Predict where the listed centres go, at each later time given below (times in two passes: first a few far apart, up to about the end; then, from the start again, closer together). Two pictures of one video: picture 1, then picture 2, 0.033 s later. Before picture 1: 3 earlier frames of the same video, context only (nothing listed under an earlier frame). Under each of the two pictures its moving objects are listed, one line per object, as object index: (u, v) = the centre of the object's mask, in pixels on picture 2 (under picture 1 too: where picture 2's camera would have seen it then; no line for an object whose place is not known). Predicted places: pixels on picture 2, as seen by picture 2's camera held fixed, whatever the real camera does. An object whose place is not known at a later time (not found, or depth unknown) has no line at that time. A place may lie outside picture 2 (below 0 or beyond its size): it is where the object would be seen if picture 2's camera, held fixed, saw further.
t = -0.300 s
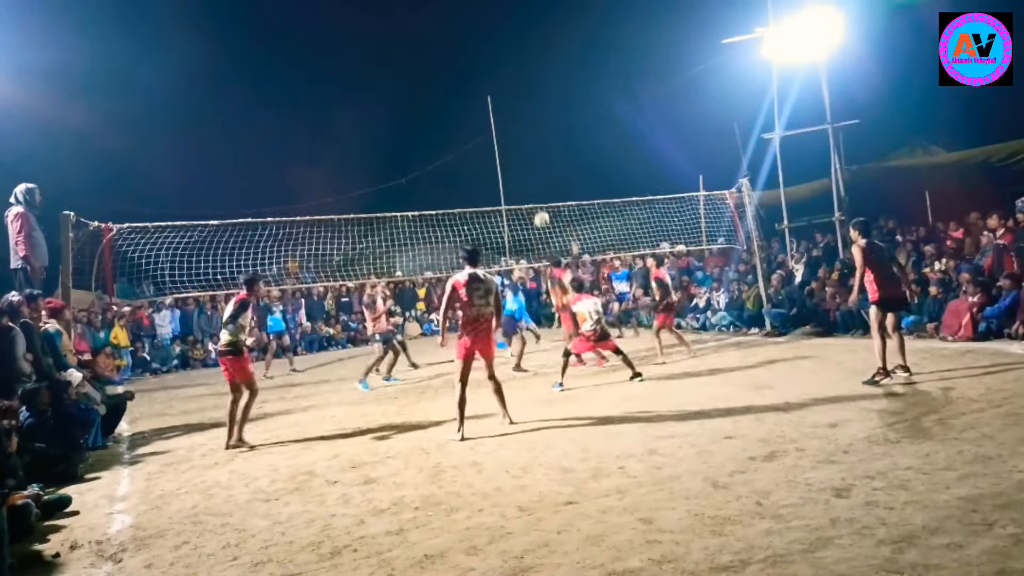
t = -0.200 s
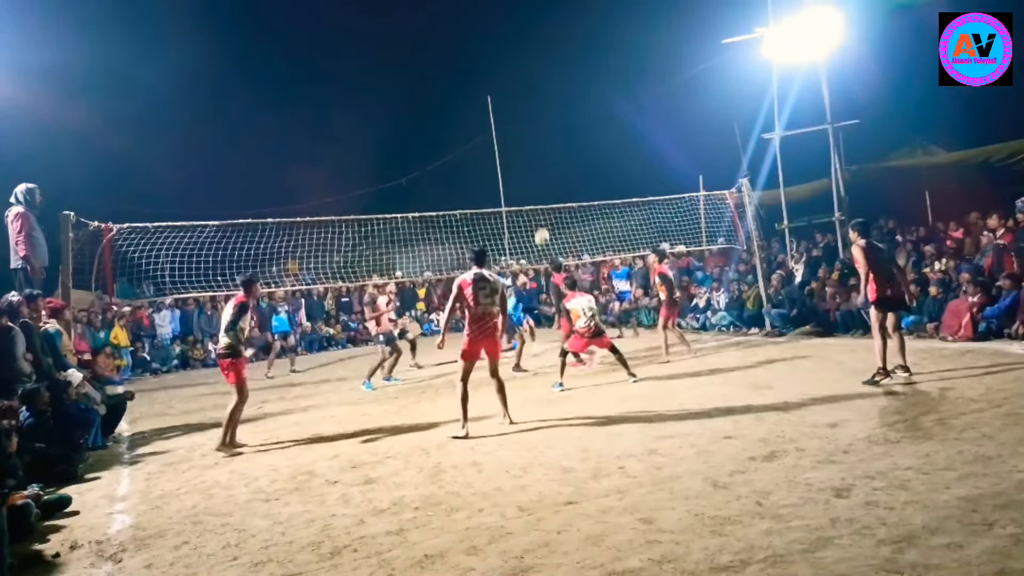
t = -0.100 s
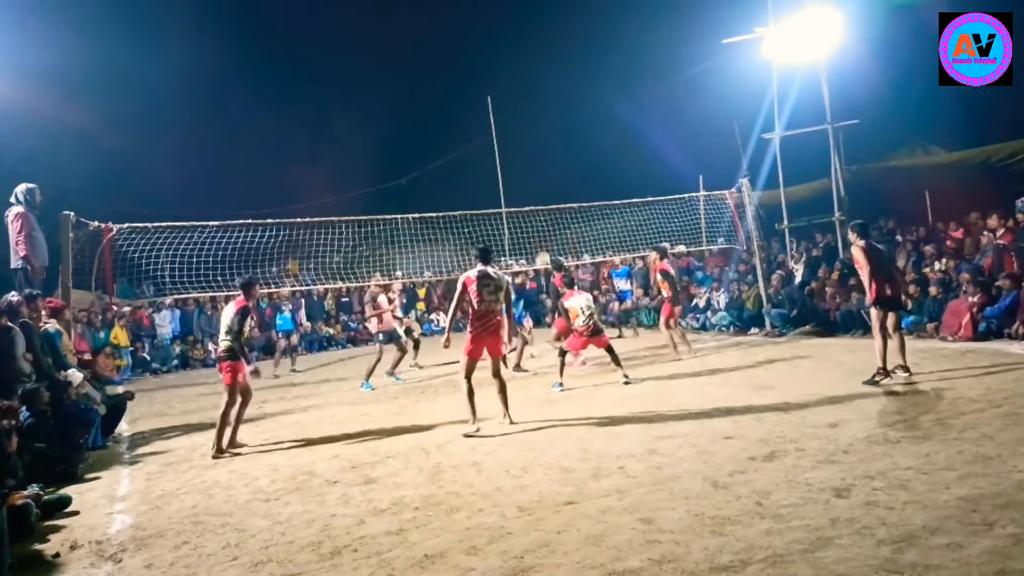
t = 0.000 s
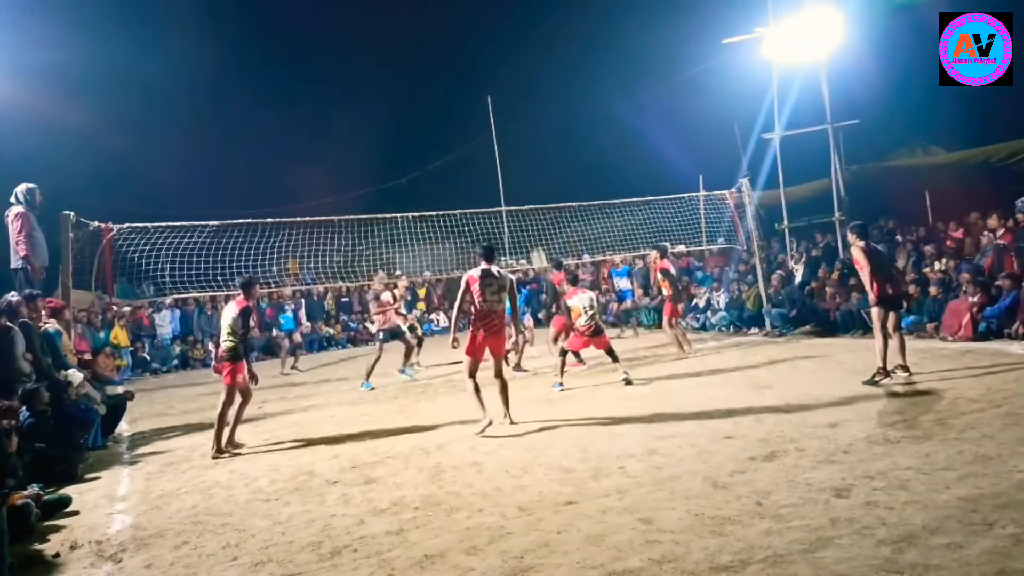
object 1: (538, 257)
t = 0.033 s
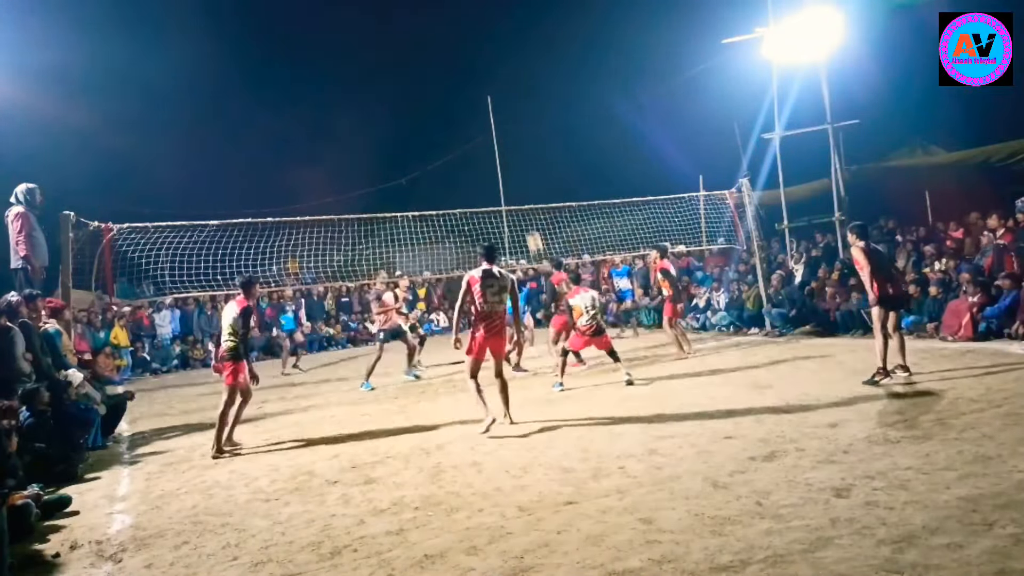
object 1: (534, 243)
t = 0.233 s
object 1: (510, 158)
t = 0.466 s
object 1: (486, 93)
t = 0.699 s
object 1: (467, 64)
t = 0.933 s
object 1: (452, 69)
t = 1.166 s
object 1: (441, 106)
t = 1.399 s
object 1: (436, 173)
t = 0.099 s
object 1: (526, 212)
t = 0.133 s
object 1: (522, 196)
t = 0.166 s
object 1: (518, 184)
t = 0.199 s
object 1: (514, 171)
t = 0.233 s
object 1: (510, 158)
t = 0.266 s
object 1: (507, 146)
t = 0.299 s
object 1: (503, 135)
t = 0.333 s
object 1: (500, 126)
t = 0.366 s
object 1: (496, 117)
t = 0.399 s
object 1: (493, 108)
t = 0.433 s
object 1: (489, 100)
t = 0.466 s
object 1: (486, 93)
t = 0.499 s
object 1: (483, 86)
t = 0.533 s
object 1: (480, 81)
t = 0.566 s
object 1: (477, 76)
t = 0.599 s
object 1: (474, 72)
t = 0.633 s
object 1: (472, 69)
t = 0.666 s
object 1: (469, 66)
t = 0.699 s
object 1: (467, 64)
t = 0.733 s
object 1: (464, 62)
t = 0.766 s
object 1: (462, 62)
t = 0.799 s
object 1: (460, 62)
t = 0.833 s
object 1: (458, 62)
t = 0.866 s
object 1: (456, 64)
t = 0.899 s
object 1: (454, 66)
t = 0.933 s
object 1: (452, 69)
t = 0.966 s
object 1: (450, 72)
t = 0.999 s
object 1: (448, 76)
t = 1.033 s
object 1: (447, 81)
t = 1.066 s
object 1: (445, 86)
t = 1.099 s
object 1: (444, 92)
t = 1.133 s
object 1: (442, 99)
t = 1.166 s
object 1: (441, 106)
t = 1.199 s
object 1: (440, 114)
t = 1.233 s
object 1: (439, 123)
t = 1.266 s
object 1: (438, 131)
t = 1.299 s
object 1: (437, 141)
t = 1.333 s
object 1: (437, 151)
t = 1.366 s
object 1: (436, 162)
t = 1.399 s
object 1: (436, 173)
